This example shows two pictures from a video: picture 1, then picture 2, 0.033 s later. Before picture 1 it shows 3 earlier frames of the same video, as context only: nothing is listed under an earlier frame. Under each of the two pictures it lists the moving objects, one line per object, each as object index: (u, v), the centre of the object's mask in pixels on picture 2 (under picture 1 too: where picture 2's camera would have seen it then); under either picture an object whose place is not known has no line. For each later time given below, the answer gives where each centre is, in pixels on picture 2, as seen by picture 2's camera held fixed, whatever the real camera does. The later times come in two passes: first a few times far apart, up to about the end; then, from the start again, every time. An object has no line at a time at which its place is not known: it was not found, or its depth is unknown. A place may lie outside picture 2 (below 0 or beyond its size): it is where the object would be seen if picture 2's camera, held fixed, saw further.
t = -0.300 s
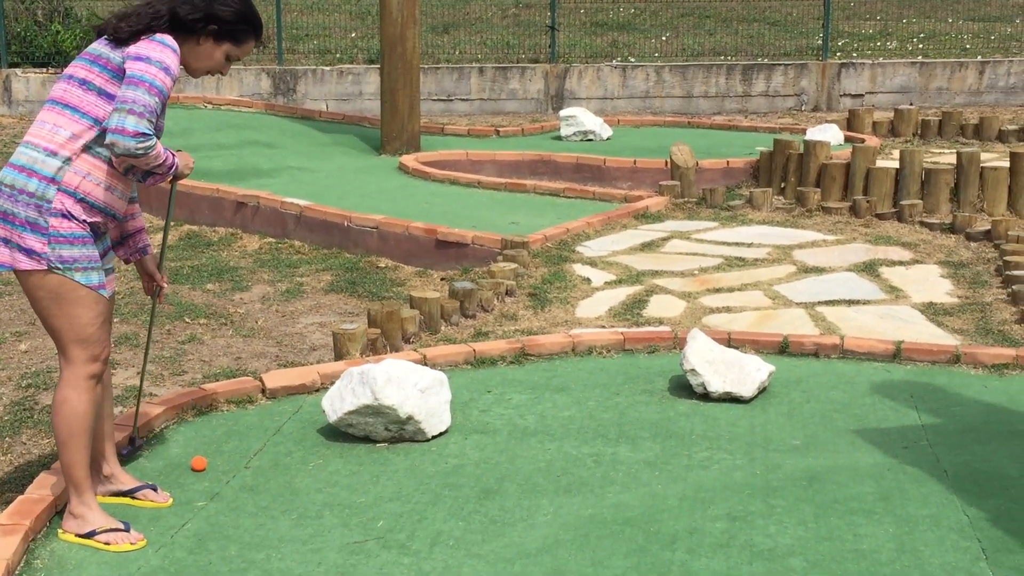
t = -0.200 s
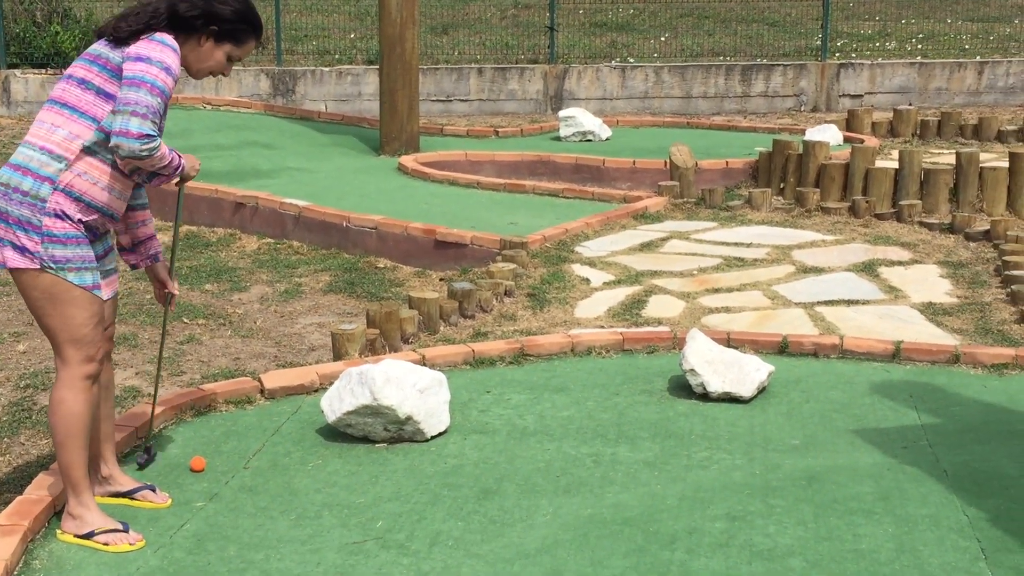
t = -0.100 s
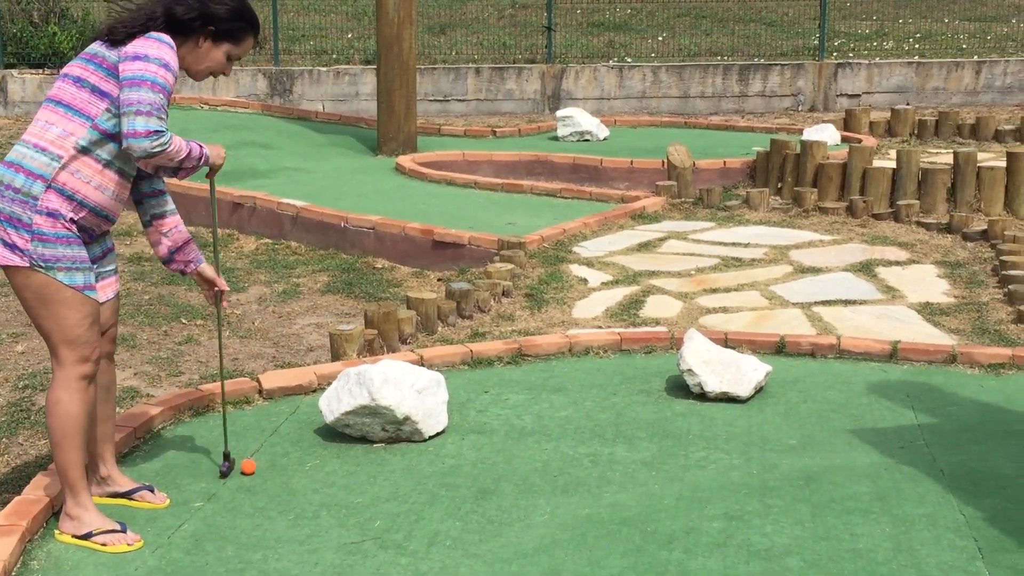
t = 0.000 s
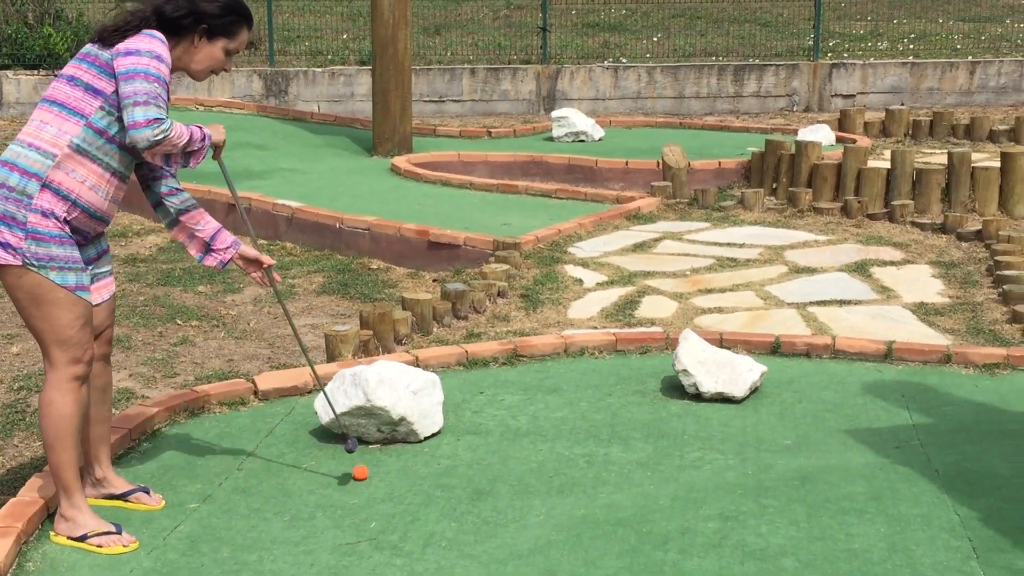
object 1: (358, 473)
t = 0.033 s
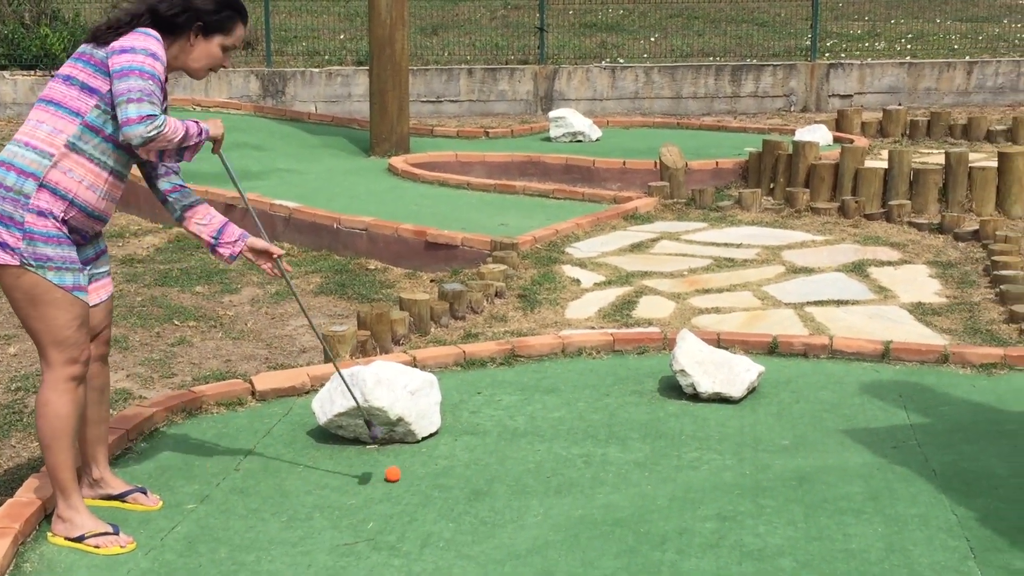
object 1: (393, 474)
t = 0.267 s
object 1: (627, 479)
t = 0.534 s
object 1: (881, 467)
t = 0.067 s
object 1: (427, 474)
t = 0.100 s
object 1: (460, 474)
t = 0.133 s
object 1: (493, 474)
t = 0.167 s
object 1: (527, 476)
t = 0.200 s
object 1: (561, 478)
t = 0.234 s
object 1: (594, 479)
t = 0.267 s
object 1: (627, 479)
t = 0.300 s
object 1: (660, 479)
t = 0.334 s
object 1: (693, 477)
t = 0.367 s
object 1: (725, 474)
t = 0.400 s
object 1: (757, 472)
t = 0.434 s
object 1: (788, 468)
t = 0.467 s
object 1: (819, 467)
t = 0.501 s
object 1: (850, 467)
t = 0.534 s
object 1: (881, 467)
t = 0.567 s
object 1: (911, 466)
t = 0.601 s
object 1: (942, 467)
